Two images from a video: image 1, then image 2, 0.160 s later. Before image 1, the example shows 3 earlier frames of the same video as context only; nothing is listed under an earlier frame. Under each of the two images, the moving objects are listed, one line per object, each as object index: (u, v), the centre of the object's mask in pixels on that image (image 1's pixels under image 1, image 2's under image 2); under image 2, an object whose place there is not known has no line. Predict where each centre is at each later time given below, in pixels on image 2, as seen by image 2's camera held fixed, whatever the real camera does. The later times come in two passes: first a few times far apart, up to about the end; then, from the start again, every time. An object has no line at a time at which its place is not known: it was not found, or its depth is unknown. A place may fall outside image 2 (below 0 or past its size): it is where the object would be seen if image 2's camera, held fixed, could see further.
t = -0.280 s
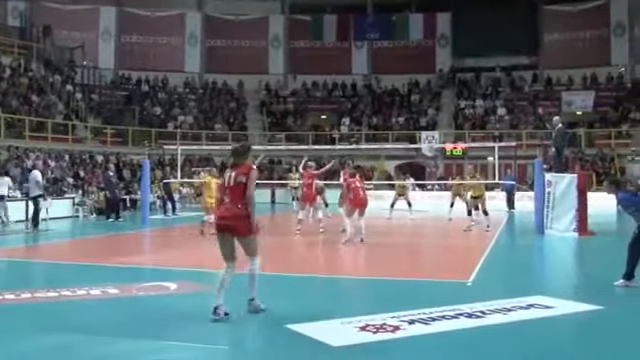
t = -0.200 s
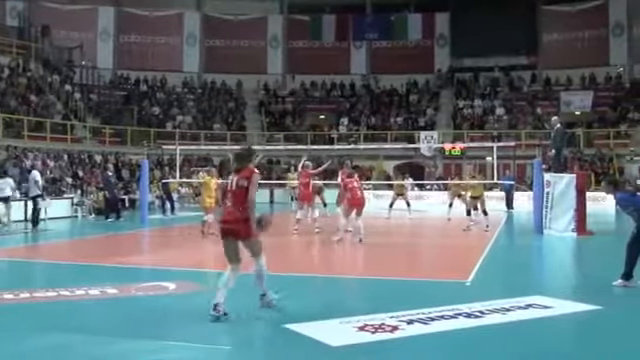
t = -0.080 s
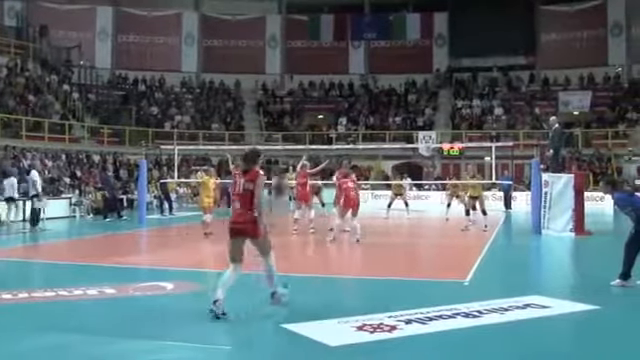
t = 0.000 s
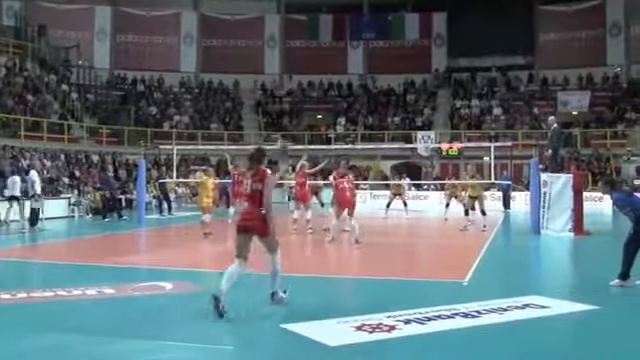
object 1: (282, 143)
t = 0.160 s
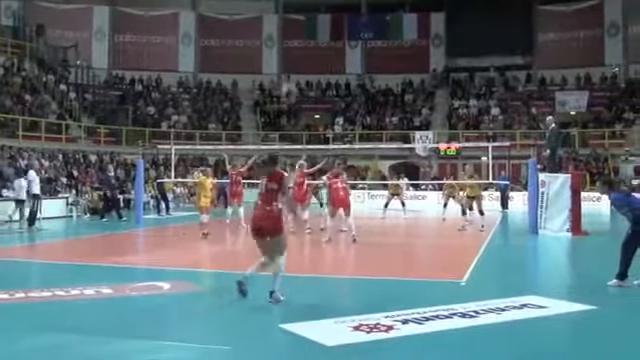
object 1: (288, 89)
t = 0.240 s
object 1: (293, 72)
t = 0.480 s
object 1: (304, 51)
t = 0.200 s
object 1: (288, 79)
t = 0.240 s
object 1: (293, 72)
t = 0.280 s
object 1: (295, 66)
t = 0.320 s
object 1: (297, 62)
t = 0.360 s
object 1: (298, 58)
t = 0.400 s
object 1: (300, 54)
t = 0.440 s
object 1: (302, 51)
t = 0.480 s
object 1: (304, 51)
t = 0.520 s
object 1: (305, 51)
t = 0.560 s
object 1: (307, 53)
